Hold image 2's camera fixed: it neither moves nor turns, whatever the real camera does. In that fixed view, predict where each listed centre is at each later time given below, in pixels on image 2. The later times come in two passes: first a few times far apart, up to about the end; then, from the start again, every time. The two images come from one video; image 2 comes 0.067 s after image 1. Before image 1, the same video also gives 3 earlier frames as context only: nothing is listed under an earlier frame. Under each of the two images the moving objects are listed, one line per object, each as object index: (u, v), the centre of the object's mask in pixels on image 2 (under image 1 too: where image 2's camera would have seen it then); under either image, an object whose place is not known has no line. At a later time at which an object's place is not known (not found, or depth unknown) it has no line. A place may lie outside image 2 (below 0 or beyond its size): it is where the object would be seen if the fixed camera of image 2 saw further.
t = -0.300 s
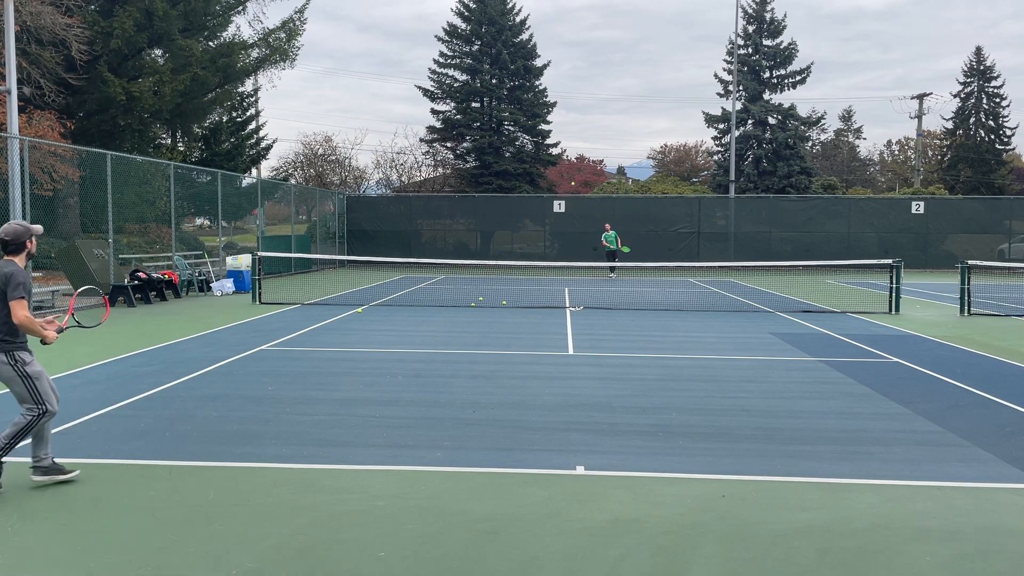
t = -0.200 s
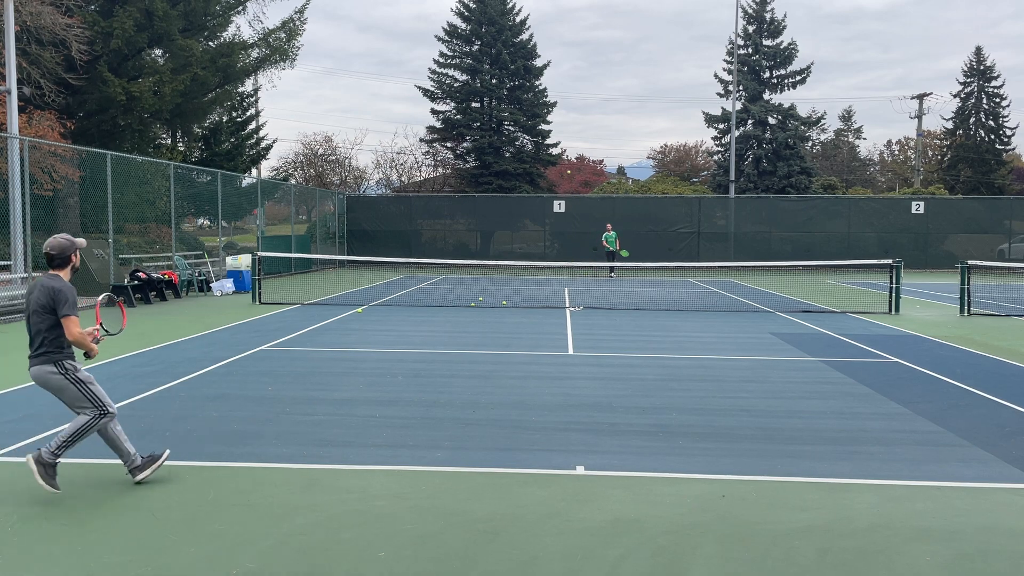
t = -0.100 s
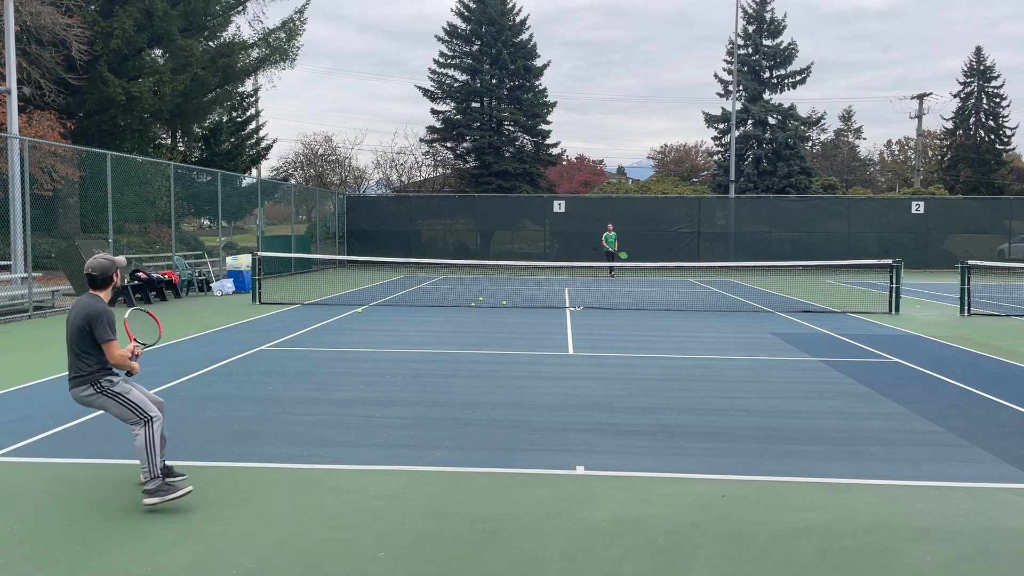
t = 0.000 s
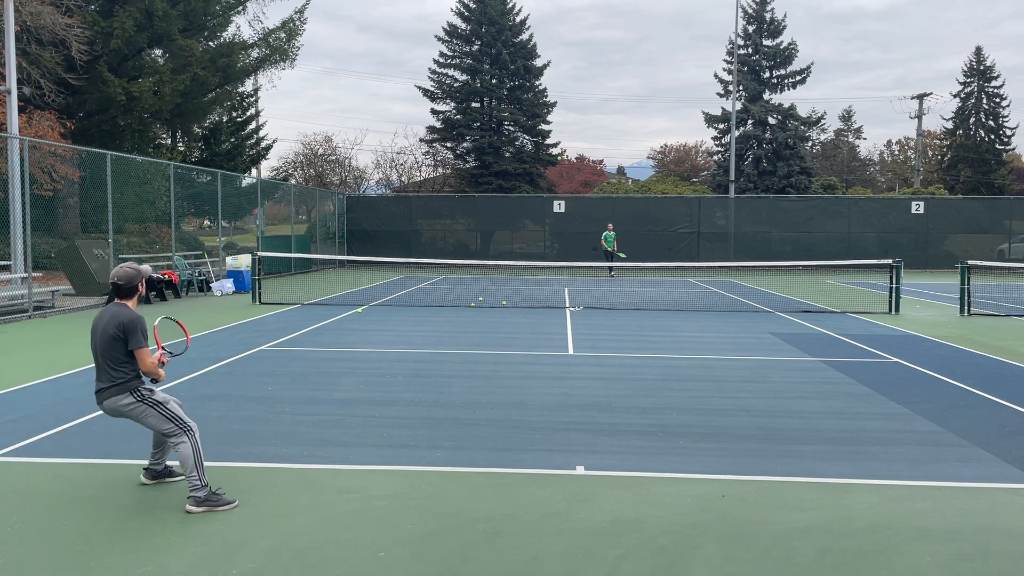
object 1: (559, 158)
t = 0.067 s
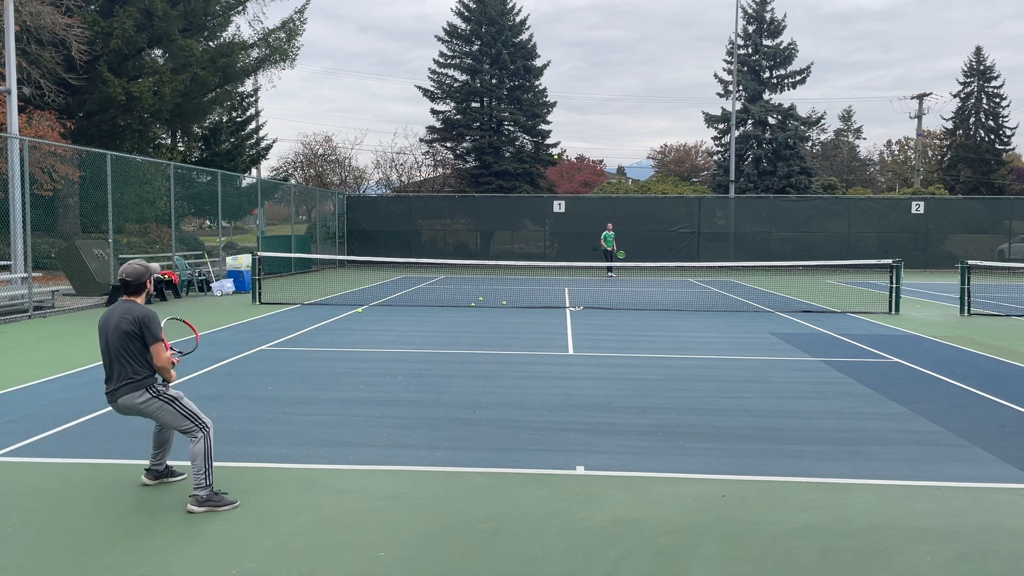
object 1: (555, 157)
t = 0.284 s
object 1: (542, 169)
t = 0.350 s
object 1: (537, 179)
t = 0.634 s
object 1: (511, 269)
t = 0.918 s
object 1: (481, 337)
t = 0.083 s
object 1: (554, 157)
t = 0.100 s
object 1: (553, 157)
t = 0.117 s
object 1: (553, 157)
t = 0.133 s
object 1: (552, 158)
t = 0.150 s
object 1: (550, 158)
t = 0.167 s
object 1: (550, 159)
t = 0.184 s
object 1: (549, 160)
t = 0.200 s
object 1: (548, 161)
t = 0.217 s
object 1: (546, 163)
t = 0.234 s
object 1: (545, 164)
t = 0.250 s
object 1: (544, 165)
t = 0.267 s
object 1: (543, 167)
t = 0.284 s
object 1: (542, 169)
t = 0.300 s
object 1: (541, 171)
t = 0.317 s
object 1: (539, 174)
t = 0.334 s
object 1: (538, 176)
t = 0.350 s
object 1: (537, 179)
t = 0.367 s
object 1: (536, 182)
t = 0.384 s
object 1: (534, 185)
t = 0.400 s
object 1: (533, 189)
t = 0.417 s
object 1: (532, 192)
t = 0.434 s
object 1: (530, 197)
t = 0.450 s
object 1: (529, 201)
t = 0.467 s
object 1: (528, 206)
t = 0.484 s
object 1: (526, 210)
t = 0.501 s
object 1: (525, 215)
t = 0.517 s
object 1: (523, 221)
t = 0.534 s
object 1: (521, 227)
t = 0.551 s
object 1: (520, 233)
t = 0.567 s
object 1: (518, 239)
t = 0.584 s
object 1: (516, 246)
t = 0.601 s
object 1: (515, 253)
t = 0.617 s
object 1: (513, 260)
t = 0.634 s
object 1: (511, 269)
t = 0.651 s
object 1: (509, 277)
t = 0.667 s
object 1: (508, 286)
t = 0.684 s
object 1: (506, 295)
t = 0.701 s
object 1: (504, 304)
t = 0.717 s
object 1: (502, 315)
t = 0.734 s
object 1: (500, 326)
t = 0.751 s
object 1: (498, 337)
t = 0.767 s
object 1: (495, 349)
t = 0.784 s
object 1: (493, 362)
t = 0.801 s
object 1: (490, 376)
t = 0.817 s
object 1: (488, 374)
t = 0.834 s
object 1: (488, 367)
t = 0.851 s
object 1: (487, 360)
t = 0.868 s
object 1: (485, 354)
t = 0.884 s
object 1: (484, 348)
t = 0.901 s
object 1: (483, 343)
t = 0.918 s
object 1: (481, 337)
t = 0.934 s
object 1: (480, 332)
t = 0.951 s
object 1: (479, 327)
